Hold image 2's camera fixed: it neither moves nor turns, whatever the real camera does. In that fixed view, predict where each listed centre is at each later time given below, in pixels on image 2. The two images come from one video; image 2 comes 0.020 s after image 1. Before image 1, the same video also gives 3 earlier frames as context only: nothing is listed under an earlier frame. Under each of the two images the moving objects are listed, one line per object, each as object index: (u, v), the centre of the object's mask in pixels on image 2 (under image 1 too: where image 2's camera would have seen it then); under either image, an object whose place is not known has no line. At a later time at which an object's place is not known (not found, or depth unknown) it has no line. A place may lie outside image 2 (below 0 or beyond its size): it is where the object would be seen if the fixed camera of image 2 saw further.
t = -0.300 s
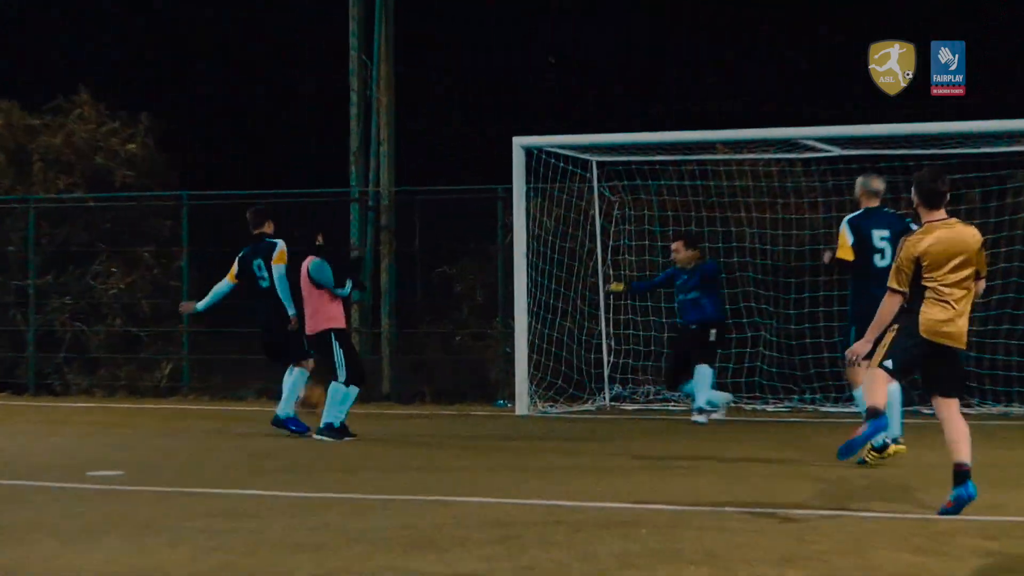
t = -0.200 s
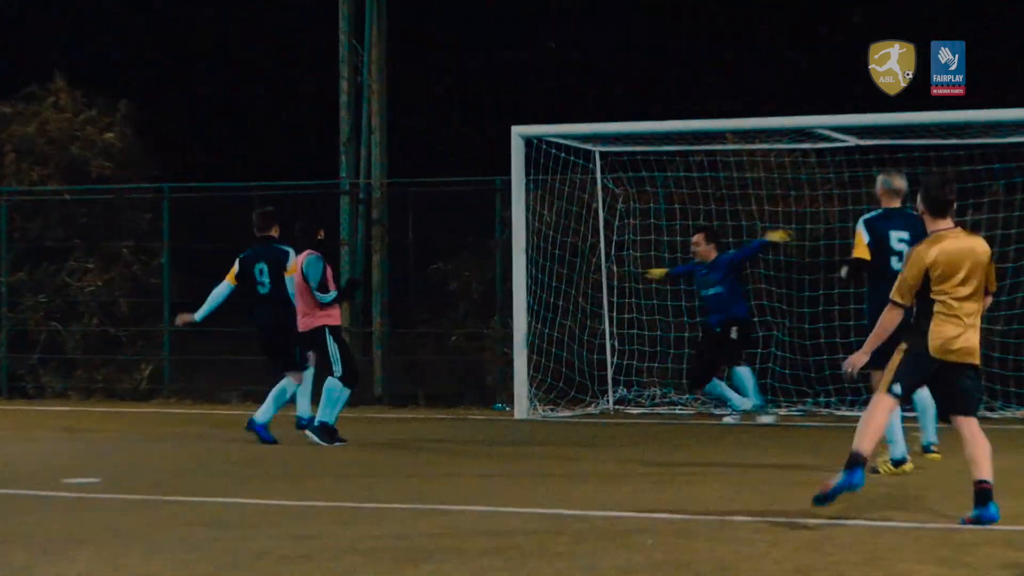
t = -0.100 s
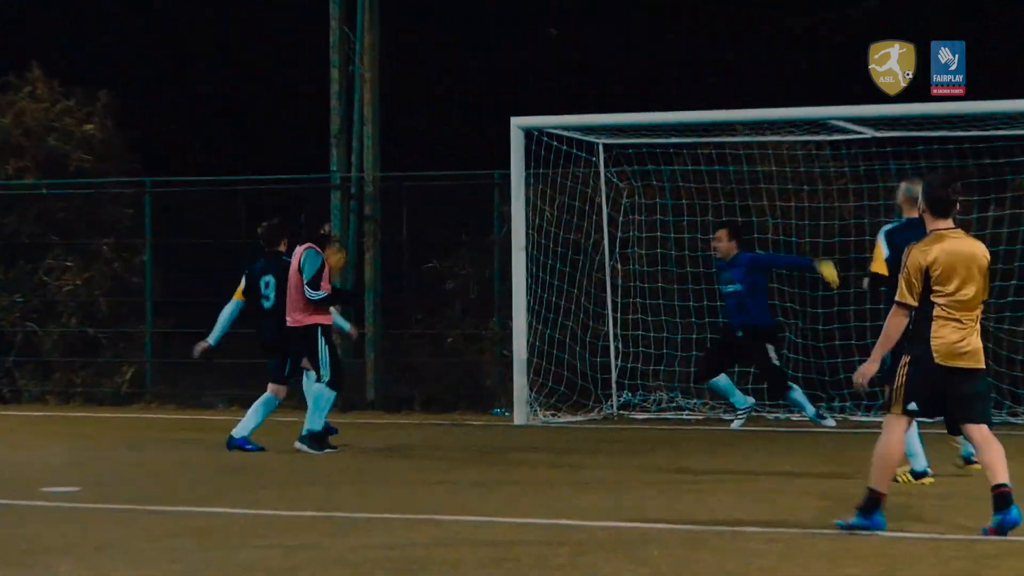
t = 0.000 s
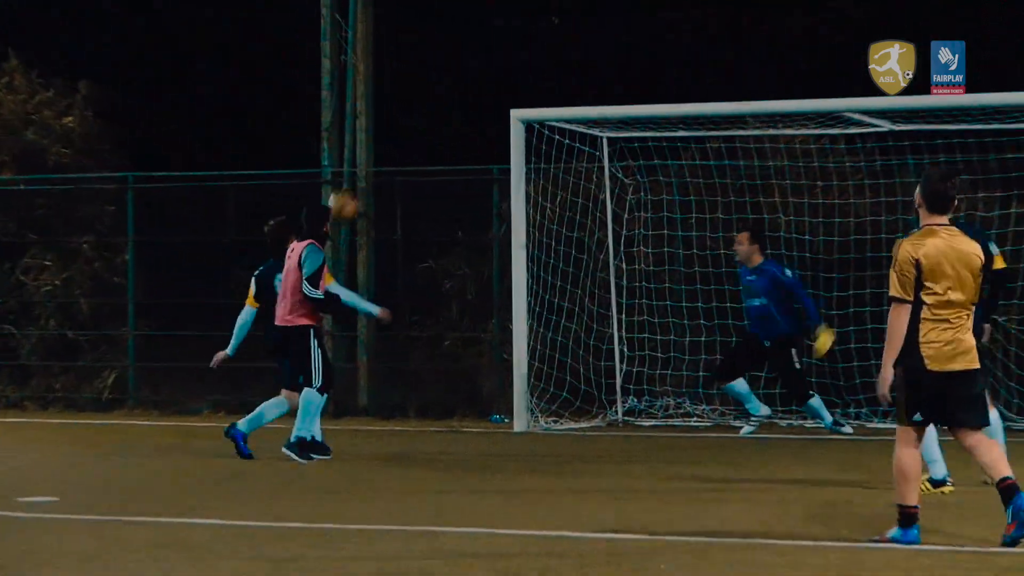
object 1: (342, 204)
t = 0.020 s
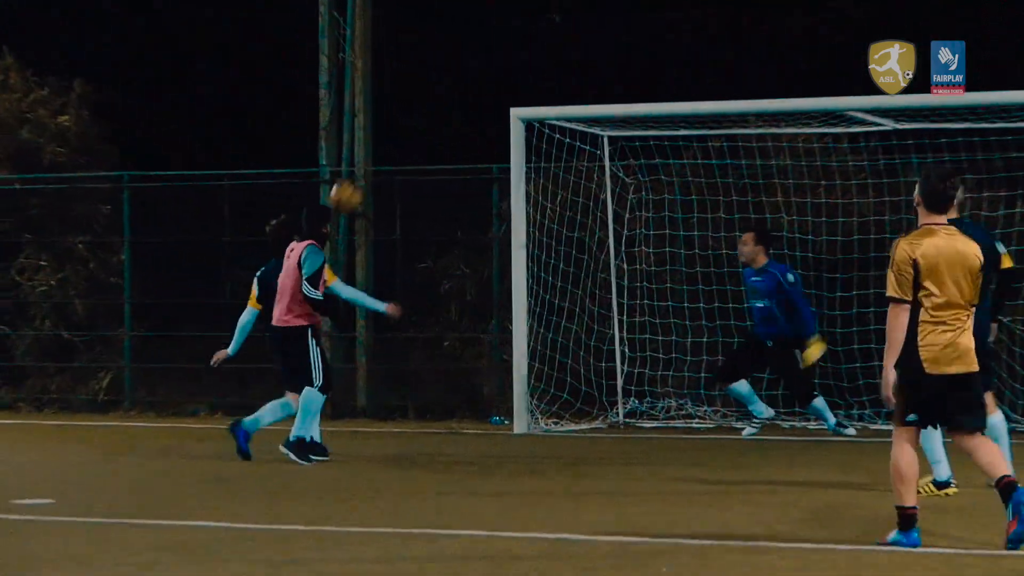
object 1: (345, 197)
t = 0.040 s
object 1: (350, 189)
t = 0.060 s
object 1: (354, 180)
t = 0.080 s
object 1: (358, 173)
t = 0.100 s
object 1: (362, 166)
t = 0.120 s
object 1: (366, 160)
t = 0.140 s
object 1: (370, 155)
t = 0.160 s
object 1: (374, 150)
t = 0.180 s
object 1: (378, 144)
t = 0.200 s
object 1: (382, 141)
